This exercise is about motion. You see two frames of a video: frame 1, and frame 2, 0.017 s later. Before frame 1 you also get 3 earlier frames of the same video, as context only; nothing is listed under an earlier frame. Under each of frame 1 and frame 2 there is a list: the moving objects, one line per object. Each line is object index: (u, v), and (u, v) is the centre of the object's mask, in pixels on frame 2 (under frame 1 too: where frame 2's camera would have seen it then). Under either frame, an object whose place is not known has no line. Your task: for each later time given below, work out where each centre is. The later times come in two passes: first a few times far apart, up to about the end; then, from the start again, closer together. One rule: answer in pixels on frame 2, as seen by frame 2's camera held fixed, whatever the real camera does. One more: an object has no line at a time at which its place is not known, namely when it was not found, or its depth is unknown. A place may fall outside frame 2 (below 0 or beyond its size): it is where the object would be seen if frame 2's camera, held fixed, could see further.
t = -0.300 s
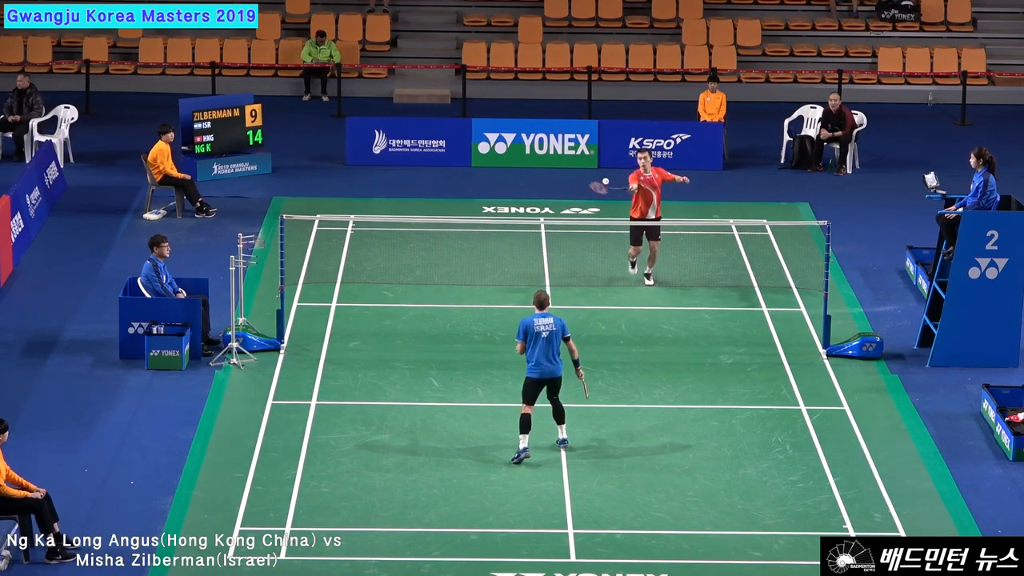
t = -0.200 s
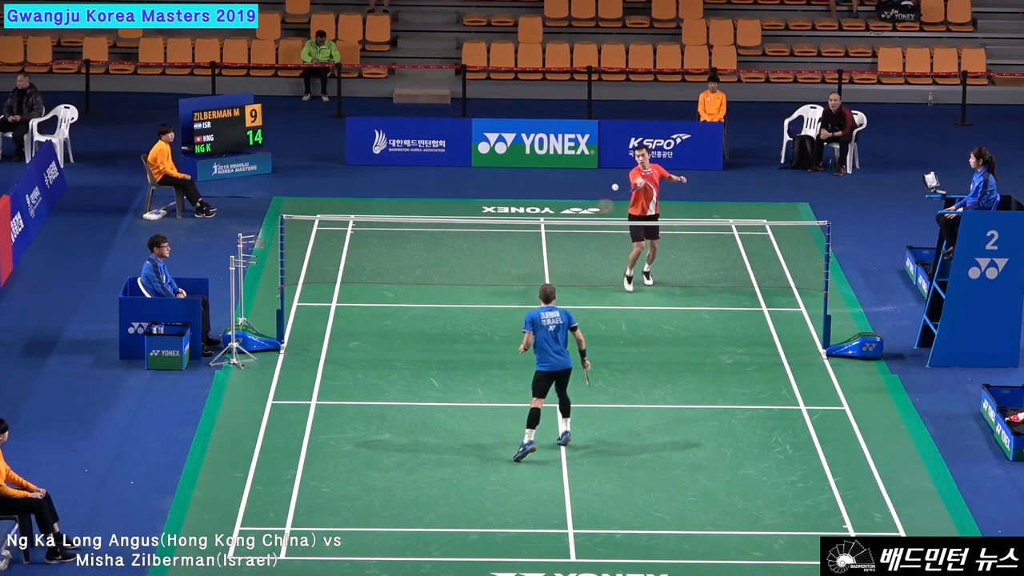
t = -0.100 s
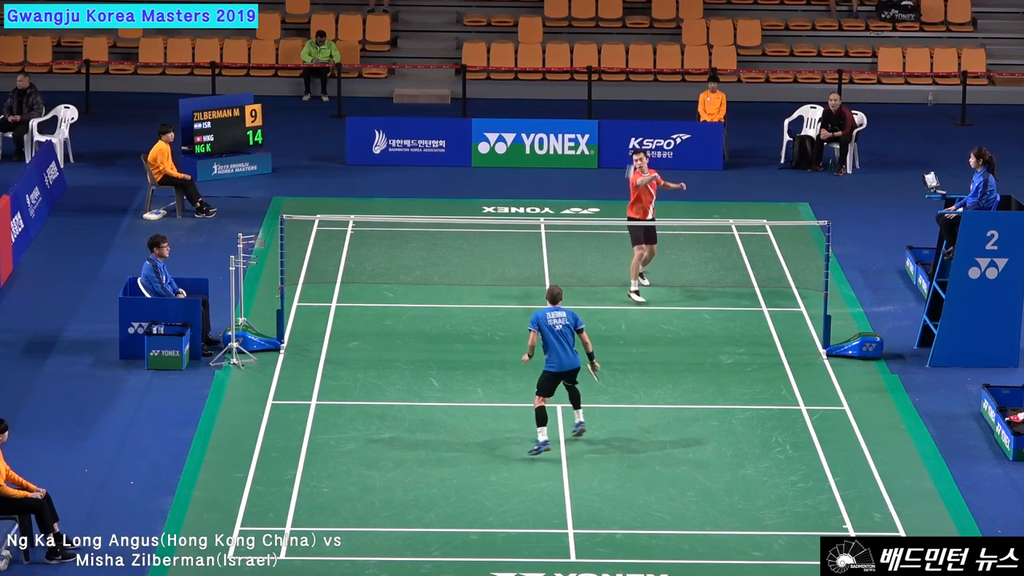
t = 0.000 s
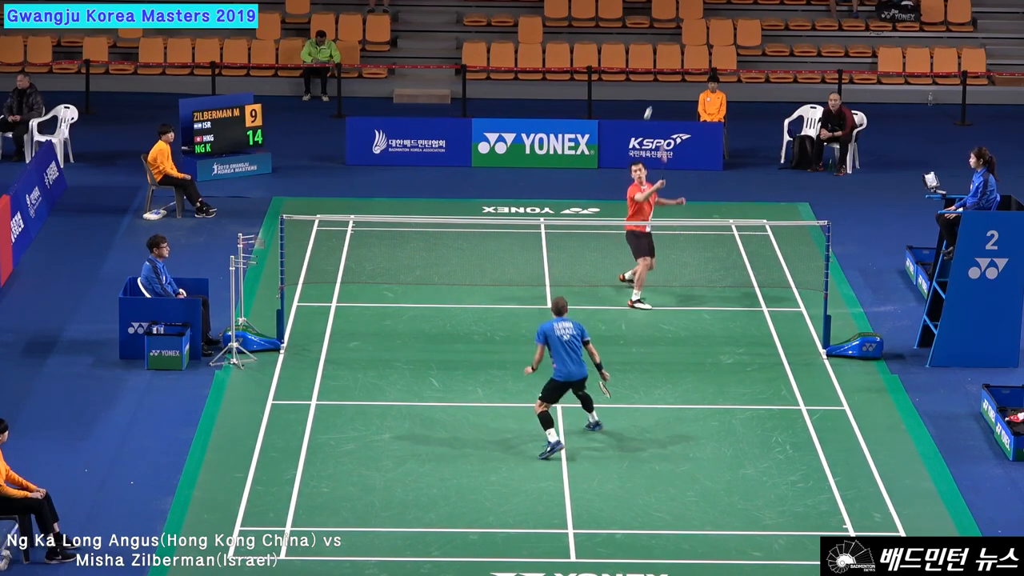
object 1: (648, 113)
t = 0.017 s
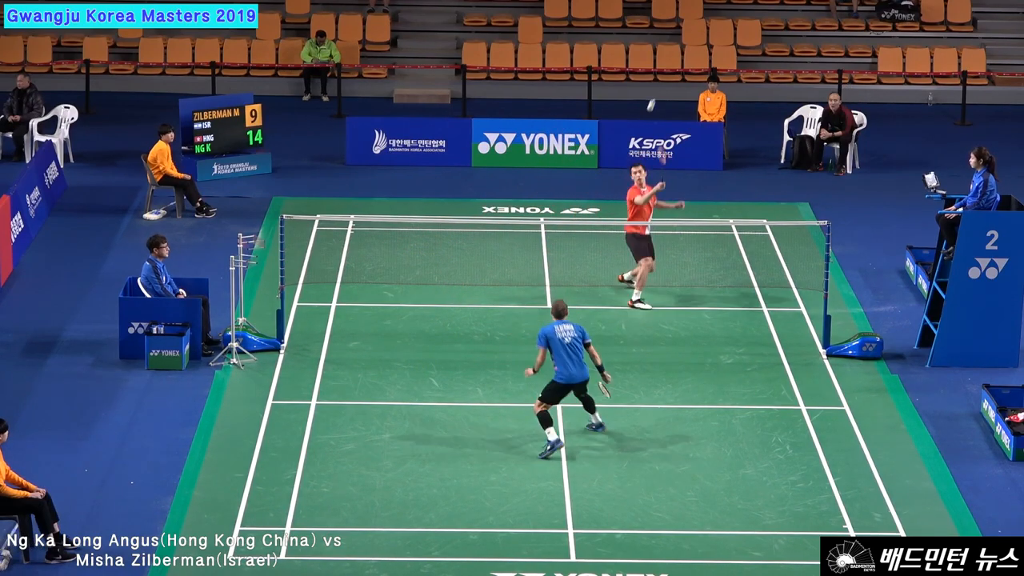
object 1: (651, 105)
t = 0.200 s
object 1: (681, 47)
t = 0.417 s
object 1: (708, 28)
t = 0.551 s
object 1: (720, 39)
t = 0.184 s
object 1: (679, 50)
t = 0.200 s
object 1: (681, 47)
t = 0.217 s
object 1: (684, 44)
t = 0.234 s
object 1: (686, 41)
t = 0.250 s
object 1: (688, 39)
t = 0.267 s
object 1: (690, 37)
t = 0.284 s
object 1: (692, 34)
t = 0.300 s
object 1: (694, 33)
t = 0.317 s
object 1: (696, 31)
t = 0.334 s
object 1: (699, 30)
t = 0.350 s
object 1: (700, 29)
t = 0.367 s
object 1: (702, 29)
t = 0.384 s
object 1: (704, 28)
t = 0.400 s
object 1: (706, 28)
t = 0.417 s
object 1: (708, 28)
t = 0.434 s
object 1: (709, 29)
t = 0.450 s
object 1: (711, 29)
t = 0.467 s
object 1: (712, 30)
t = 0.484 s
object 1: (714, 31)
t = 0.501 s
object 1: (715, 33)
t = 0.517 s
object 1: (717, 34)
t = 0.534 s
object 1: (718, 36)
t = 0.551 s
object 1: (720, 39)
